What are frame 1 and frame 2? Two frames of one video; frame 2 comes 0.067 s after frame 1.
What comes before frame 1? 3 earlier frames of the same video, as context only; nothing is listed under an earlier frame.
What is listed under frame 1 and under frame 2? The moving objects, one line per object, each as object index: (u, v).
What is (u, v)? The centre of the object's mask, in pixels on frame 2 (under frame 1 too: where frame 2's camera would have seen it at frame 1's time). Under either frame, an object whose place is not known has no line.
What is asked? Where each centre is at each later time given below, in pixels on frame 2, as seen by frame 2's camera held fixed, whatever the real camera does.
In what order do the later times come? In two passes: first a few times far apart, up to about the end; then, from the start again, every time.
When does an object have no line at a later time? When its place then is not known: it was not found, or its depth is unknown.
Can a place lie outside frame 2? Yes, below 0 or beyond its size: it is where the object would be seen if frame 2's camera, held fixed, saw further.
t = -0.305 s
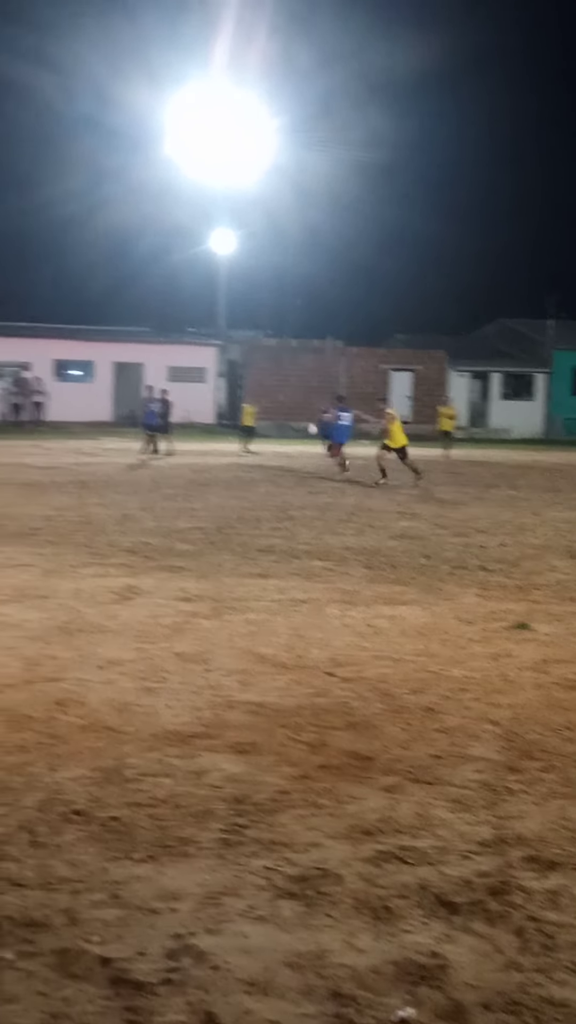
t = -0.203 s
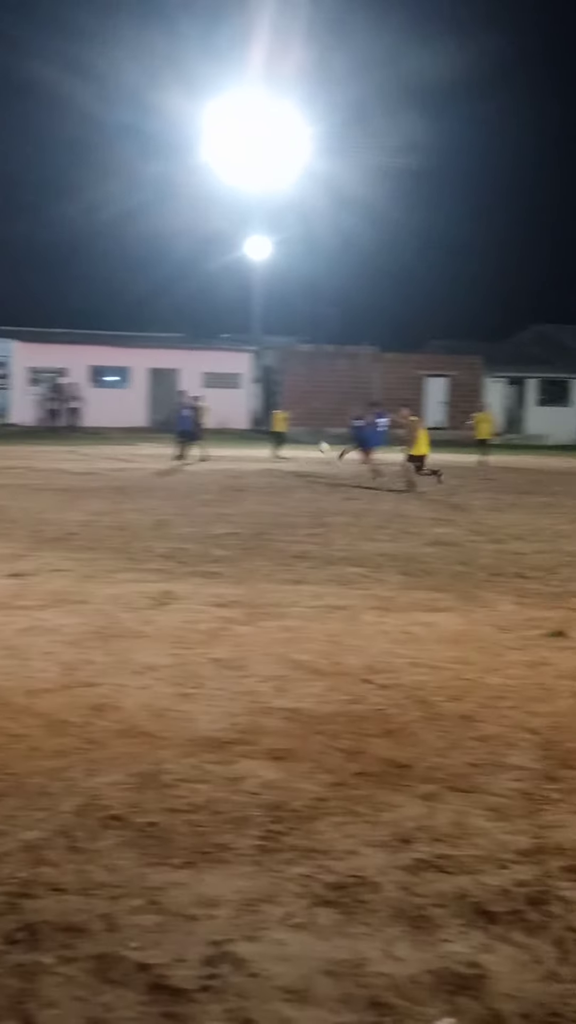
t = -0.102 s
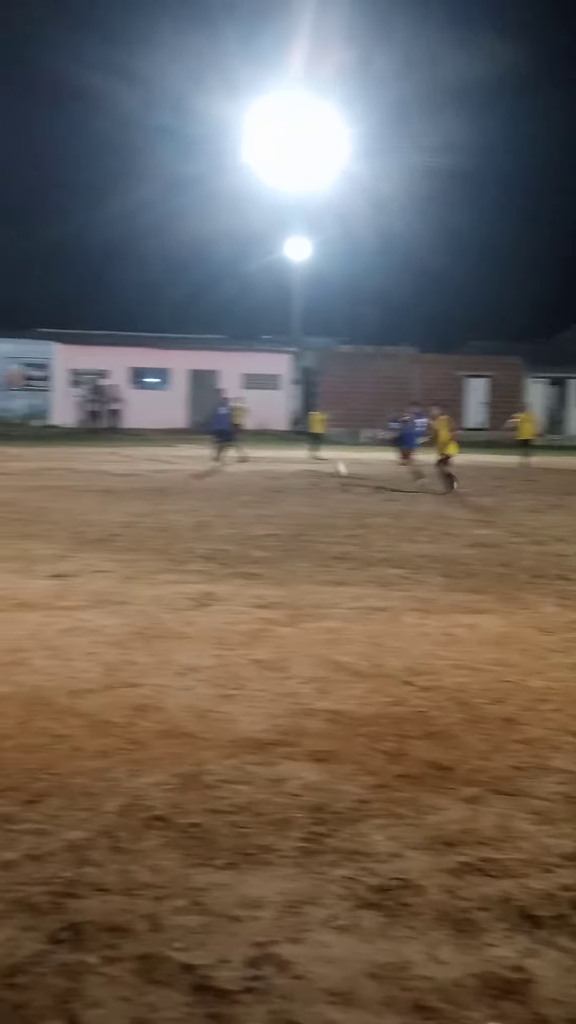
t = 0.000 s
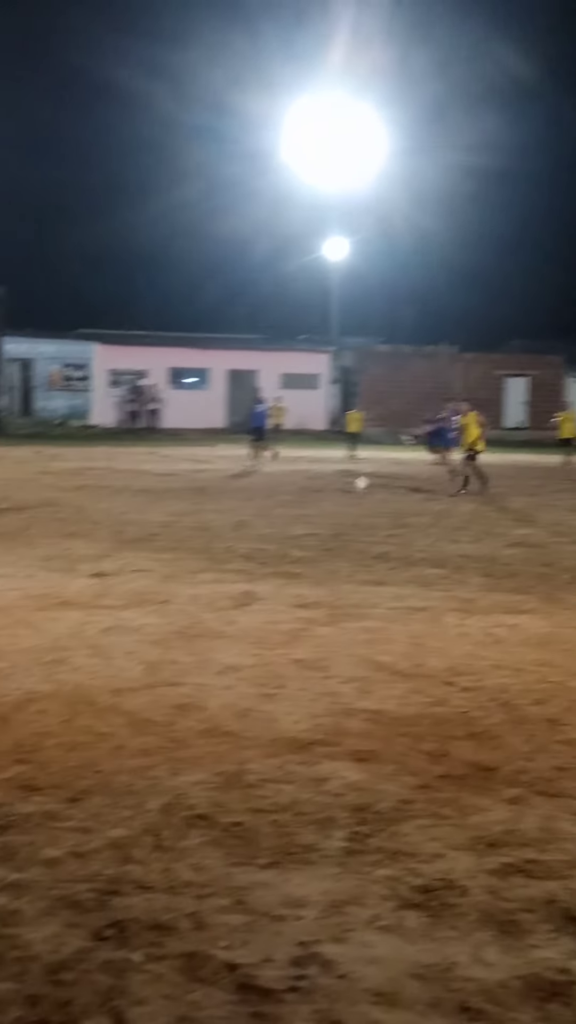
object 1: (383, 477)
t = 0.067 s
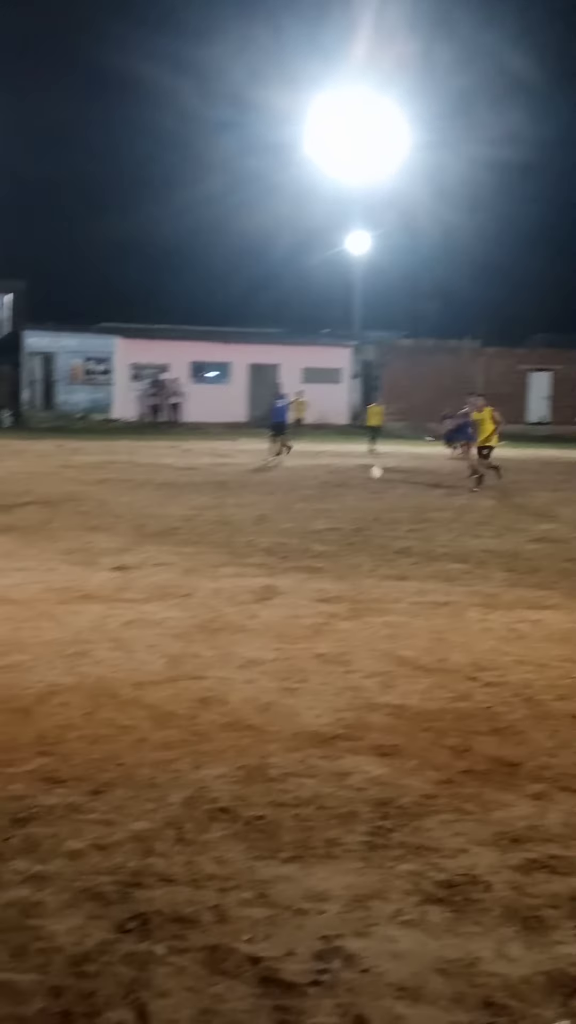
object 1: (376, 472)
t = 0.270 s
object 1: (355, 474)
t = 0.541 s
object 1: (321, 483)
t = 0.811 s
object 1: (277, 491)
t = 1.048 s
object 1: (237, 524)
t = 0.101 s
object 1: (372, 471)
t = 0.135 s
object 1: (369, 470)
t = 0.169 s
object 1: (366, 469)
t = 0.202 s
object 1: (362, 470)
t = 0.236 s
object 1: (359, 472)
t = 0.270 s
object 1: (355, 474)
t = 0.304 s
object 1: (351, 478)
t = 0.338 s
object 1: (347, 483)
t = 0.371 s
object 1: (344, 489)
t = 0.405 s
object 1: (340, 495)
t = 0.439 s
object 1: (335, 495)
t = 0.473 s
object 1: (330, 490)
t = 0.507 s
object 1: (326, 487)
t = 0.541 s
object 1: (321, 483)
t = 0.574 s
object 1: (316, 480)
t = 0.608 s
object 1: (311, 478)
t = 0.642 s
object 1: (305, 478)
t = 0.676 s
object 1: (299, 479)
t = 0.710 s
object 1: (295, 480)
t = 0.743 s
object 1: (289, 482)
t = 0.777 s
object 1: (284, 486)
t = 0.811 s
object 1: (277, 491)
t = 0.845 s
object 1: (272, 497)
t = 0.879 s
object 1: (267, 505)
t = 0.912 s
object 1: (260, 514)
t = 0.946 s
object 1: (255, 523)
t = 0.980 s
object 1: (249, 524)
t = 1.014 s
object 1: (244, 523)
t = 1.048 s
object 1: (237, 524)
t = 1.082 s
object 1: (232, 526)
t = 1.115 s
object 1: (226, 529)
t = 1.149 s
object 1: (220, 534)
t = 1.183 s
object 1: (213, 537)
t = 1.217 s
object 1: (207, 535)
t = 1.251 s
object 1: (200, 533)
